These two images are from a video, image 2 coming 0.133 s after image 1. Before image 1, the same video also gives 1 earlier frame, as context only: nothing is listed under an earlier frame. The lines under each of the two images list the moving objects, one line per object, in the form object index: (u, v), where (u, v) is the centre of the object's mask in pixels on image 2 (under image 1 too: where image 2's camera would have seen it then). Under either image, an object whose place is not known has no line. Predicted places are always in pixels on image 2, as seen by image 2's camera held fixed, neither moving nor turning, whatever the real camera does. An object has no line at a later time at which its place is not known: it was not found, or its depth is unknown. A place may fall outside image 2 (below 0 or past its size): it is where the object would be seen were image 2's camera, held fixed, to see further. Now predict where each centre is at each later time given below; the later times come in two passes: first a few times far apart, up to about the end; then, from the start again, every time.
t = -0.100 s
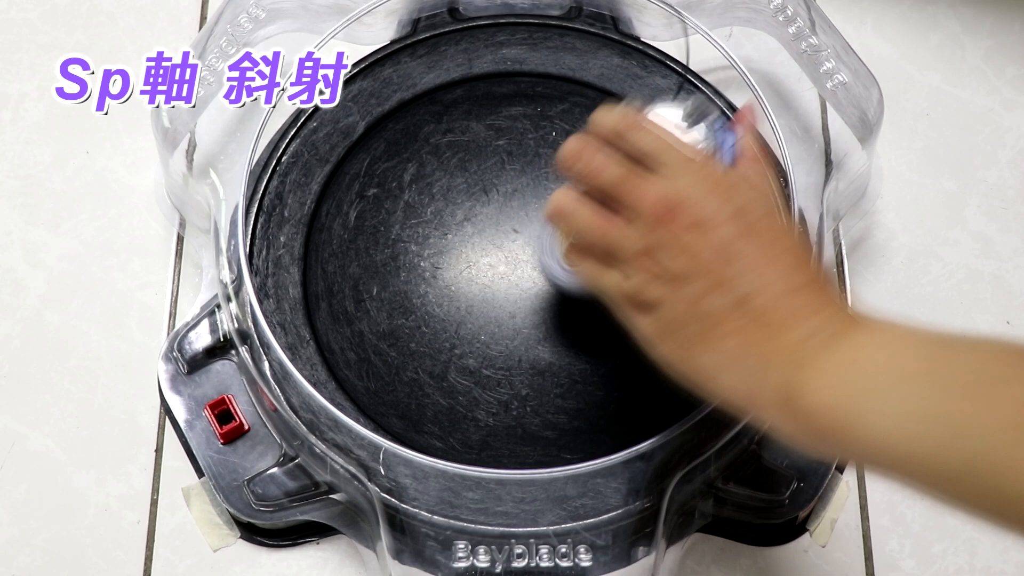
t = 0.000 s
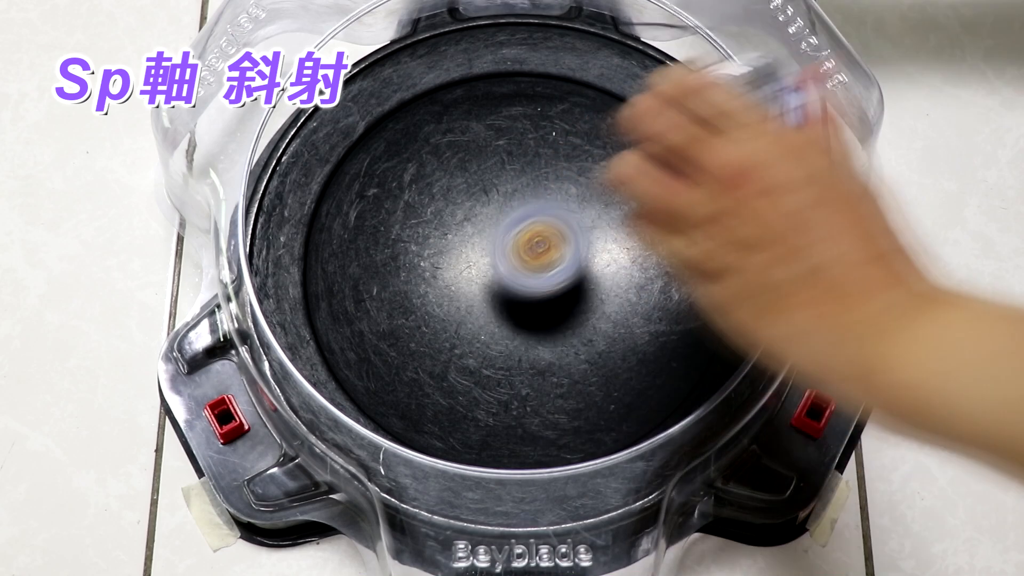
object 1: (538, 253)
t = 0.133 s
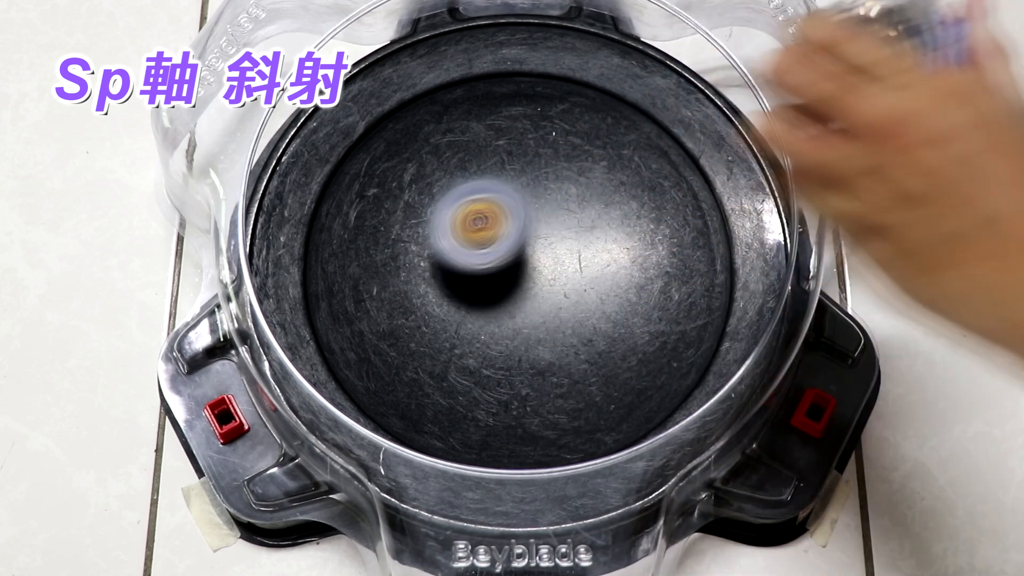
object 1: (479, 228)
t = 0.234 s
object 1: (450, 210)
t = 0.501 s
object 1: (488, 178)
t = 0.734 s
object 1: (606, 184)
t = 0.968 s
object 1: (620, 322)
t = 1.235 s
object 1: (360, 326)
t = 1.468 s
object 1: (382, 134)
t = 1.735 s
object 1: (684, 142)
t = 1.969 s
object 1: (631, 428)
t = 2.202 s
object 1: (315, 282)
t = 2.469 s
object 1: (600, 81)
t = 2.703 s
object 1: (672, 390)
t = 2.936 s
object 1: (338, 341)
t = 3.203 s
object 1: (516, 63)
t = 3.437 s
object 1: (727, 289)
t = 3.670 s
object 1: (430, 418)
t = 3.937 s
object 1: (370, 121)
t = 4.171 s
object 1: (663, 116)
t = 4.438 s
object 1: (582, 427)
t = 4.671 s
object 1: (319, 314)
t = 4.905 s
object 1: (444, 73)
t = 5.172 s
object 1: (722, 240)
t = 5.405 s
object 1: (536, 446)
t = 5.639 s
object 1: (307, 282)
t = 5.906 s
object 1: (511, 68)
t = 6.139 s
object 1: (717, 232)
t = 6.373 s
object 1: (548, 430)
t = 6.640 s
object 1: (313, 271)
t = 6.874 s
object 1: (459, 84)
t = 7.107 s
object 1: (681, 214)
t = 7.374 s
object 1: (569, 437)
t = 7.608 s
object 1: (338, 336)
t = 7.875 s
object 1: (460, 122)
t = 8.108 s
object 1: (688, 172)
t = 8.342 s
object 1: (647, 391)
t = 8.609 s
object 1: (383, 345)
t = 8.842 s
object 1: (402, 130)
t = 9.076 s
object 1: (606, 88)
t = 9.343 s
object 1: (681, 321)
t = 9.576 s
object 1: (458, 403)
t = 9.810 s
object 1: (316, 243)
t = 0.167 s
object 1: (467, 224)
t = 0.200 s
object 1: (458, 215)
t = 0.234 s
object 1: (450, 210)
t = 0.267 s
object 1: (446, 202)
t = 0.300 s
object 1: (445, 198)
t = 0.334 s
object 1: (446, 193)
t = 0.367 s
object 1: (448, 189)
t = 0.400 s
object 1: (454, 185)
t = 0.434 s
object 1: (462, 183)
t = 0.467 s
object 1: (474, 180)
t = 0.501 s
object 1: (488, 178)
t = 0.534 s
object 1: (502, 177)
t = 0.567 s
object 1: (517, 175)
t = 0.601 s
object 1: (534, 175)
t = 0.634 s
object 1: (550, 176)
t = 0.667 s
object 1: (568, 177)
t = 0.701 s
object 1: (589, 179)
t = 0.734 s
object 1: (606, 184)
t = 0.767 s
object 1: (626, 193)
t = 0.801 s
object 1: (642, 209)
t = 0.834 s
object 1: (651, 226)
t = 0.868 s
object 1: (655, 249)
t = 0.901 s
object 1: (652, 275)
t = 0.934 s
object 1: (639, 300)
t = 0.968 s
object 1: (620, 322)
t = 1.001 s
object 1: (594, 343)
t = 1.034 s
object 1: (566, 358)
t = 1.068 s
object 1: (528, 369)
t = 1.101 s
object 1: (488, 374)
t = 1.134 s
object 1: (454, 371)
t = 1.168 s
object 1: (416, 360)
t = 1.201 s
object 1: (379, 342)
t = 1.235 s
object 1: (360, 326)
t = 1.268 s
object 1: (332, 299)
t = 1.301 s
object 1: (315, 270)
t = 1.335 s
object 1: (306, 245)
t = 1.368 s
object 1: (312, 213)
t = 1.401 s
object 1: (333, 185)
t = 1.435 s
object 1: (356, 160)
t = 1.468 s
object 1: (382, 134)
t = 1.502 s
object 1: (416, 107)
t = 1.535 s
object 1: (442, 93)
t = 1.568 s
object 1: (479, 72)
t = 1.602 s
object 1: (521, 70)
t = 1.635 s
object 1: (564, 77)
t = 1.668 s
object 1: (605, 91)
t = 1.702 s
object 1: (645, 111)
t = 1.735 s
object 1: (684, 142)
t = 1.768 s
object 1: (707, 175)
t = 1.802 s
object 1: (721, 222)
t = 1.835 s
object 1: (728, 270)
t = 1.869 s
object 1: (721, 308)
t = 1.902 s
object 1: (695, 356)
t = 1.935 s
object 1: (668, 394)
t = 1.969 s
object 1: (631, 428)
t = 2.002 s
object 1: (571, 450)
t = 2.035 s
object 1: (526, 458)
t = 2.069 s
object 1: (460, 448)
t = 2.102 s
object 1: (403, 405)
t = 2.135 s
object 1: (374, 384)
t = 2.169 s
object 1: (332, 335)
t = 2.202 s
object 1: (315, 282)
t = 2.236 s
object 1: (317, 237)
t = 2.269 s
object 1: (329, 187)
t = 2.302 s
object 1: (362, 141)
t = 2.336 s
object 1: (397, 106)
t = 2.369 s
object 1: (443, 83)
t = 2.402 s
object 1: (502, 69)
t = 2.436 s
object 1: (549, 70)
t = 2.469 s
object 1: (600, 81)
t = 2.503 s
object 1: (648, 106)
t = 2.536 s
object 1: (690, 144)
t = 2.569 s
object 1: (714, 185)
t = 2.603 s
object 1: (731, 239)
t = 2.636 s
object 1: (728, 294)
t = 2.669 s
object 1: (703, 345)
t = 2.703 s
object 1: (672, 390)
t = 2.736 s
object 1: (632, 419)
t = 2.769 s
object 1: (577, 447)
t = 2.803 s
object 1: (509, 449)
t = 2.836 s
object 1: (461, 435)
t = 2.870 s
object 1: (406, 407)
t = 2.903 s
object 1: (364, 372)
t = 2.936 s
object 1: (338, 341)
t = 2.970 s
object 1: (317, 284)
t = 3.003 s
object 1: (318, 238)
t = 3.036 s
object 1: (328, 193)
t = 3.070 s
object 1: (350, 151)
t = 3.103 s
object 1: (388, 109)
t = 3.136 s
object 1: (422, 88)
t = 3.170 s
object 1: (465, 70)
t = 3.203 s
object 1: (516, 63)
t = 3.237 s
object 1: (565, 66)
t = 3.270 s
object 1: (610, 80)
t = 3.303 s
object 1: (656, 108)
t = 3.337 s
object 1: (695, 146)
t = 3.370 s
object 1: (715, 186)
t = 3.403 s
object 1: (730, 241)
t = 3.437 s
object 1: (727, 289)
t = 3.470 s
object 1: (709, 332)
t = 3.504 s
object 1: (669, 380)
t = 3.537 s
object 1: (630, 408)
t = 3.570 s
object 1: (584, 426)
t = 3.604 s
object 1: (527, 447)
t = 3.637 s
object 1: (474, 440)
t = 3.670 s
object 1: (430, 418)
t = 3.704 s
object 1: (384, 389)
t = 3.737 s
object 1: (357, 367)
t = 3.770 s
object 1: (325, 322)
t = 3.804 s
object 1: (313, 277)
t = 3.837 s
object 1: (313, 239)
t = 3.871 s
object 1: (320, 193)
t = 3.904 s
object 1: (339, 155)
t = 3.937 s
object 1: (370, 121)
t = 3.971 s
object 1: (399, 92)
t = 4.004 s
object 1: (442, 72)
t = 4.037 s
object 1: (483, 63)
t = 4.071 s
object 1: (529, 60)
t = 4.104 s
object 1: (578, 69)
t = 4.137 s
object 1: (627, 89)
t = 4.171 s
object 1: (663, 116)
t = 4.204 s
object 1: (695, 156)
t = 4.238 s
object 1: (718, 207)
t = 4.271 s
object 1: (726, 253)
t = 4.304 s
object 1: (718, 301)
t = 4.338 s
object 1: (702, 342)
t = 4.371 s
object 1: (666, 378)
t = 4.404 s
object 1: (628, 407)
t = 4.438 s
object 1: (582, 427)
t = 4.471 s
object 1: (538, 443)
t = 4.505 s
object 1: (484, 442)
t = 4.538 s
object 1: (441, 424)
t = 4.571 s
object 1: (397, 413)
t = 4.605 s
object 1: (366, 380)
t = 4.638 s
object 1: (341, 353)
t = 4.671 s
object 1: (319, 314)
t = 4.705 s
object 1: (309, 270)
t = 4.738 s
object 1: (310, 237)
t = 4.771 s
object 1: (319, 192)
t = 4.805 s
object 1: (336, 155)
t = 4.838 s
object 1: (364, 123)
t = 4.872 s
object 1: (397, 96)
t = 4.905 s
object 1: (444, 73)
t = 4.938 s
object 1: (485, 67)
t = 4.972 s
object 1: (530, 65)
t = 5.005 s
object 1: (579, 74)
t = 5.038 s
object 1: (622, 94)
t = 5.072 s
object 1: (657, 119)
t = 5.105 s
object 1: (688, 154)
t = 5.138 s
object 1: (711, 198)
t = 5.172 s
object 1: (722, 240)
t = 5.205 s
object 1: (722, 283)
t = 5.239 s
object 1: (710, 326)
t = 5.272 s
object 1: (686, 361)
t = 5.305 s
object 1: (657, 395)
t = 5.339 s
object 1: (626, 420)
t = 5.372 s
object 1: (585, 440)
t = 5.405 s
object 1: (536, 446)
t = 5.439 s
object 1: (489, 445)
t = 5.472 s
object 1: (450, 433)
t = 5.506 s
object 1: (408, 405)
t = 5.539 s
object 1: (375, 383)
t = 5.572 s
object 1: (346, 354)
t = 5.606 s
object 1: (321, 316)
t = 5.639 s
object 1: (307, 282)
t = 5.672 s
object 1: (309, 242)
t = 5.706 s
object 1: (319, 198)
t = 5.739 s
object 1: (336, 164)
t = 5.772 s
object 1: (362, 135)
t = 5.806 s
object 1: (395, 102)
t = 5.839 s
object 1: (432, 86)
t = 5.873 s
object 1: (463, 75)
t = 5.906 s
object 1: (511, 68)
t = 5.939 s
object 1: (550, 73)
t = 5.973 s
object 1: (586, 81)
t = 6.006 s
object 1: (630, 100)
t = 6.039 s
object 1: (664, 125)
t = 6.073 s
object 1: (690, 154)
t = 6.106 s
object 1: (707, 191)
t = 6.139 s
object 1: (717, 232)
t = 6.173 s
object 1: (719, 272)
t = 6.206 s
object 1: (710, 307)
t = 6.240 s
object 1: (688, 349)
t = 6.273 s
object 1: (661, 377)
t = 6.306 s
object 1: (625, 401)
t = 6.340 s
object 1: (589, 420)
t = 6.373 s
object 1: (548, 430)
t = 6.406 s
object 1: (501, 445)
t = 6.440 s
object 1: (453, 445)
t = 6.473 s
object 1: (421, 425)
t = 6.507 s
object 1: (388, 394)
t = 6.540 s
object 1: (361, 370)
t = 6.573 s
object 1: (337, 342)
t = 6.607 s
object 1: (317, 303)
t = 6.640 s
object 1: (313, 271)
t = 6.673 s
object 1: (316, 235)
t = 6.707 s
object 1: (322, 197)
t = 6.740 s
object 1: (340, 164)
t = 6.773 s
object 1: (365, 137)
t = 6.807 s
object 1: (393, 111)
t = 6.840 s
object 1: (429, 94)
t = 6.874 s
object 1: (459, 84)
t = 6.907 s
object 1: (499, 82)
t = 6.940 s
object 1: (539, 90)
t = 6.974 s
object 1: (569, 100)
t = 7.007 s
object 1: (604, 121)
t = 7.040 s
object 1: (638, 150)
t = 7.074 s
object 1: (660, 173)
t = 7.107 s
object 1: (681, 214)
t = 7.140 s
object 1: (693, 254)
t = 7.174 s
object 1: (699, 287)
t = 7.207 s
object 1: (695, 323)
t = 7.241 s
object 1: (680, 359)
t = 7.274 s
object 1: (662, 382)
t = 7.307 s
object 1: (641, 416)
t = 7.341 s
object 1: (601, 431)
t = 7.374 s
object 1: (569, 437)
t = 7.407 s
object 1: (525, 442)
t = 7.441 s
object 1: (477, 439)
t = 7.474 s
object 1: (448, 432)
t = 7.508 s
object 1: (409, 416)
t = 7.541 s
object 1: (376, 395)
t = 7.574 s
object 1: (360, 370)
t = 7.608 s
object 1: (338, 336)
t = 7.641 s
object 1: (330, 302)
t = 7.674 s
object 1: (330, 273)
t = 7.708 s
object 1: (339, 235)
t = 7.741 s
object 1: (355, 201)
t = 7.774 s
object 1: (374, 179)
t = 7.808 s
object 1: (400, 154)
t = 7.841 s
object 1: (434, 131)
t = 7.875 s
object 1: (460, 122)
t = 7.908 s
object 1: (498, 111)
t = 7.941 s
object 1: (535, 109)
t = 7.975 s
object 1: (562, 111)
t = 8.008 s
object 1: (601, 119)
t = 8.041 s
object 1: (634, 133)
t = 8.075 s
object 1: (661, 148)
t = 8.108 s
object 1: (688, 172)
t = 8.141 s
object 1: (712, 204)
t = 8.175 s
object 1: (725, 232)
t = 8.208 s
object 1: (722, 272)
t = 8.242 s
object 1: (714, 305)
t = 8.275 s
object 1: (697, 337)
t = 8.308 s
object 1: (676, 366)
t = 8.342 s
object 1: (647, 391)
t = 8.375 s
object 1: (619, 407)
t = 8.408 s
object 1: (584, 419)
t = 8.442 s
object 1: (544, 427)
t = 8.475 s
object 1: (506, 424)
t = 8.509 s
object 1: (469, 415)
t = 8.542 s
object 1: (435, 397)
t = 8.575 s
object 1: (409, 378)
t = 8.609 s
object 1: (383, 345)
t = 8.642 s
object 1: (368, 316)
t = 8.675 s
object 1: (359, 287)
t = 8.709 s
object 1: (357, 249)
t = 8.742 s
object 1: (360, 215)
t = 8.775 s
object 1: (369, 190)
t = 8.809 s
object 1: (384, 158)
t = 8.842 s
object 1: (402, 130)
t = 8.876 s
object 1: (422, 111)
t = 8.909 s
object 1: (450, 89)
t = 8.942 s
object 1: (479, 76)
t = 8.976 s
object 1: (508, 69)
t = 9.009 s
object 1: (541, 67)
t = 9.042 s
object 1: (577, 77)
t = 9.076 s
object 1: (606, 88)
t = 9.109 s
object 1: (635, 103)
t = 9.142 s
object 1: (662, 127)
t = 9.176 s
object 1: (684, 152)
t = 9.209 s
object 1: (696, 180)
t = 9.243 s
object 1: (704, 219)
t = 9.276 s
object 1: (705, 253)
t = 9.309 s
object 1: (696, 286)
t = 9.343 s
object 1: (681, 321)
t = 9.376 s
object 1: (659, 346)
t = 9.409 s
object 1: (634, 370)
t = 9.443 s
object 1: (598, 389)
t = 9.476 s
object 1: (567, 400)
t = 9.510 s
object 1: (531, 406)
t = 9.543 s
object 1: (486, 406)
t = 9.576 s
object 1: (458, 403)
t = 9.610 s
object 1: (422, 389)
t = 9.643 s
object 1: (390, 371)
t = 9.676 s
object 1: (369, 356)
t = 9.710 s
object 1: (346, 329)
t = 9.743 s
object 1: (329, 297)
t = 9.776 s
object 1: (320, 273)
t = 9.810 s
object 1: (316, 243)
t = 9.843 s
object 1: (318, 211)
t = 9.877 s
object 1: (327, 185)
